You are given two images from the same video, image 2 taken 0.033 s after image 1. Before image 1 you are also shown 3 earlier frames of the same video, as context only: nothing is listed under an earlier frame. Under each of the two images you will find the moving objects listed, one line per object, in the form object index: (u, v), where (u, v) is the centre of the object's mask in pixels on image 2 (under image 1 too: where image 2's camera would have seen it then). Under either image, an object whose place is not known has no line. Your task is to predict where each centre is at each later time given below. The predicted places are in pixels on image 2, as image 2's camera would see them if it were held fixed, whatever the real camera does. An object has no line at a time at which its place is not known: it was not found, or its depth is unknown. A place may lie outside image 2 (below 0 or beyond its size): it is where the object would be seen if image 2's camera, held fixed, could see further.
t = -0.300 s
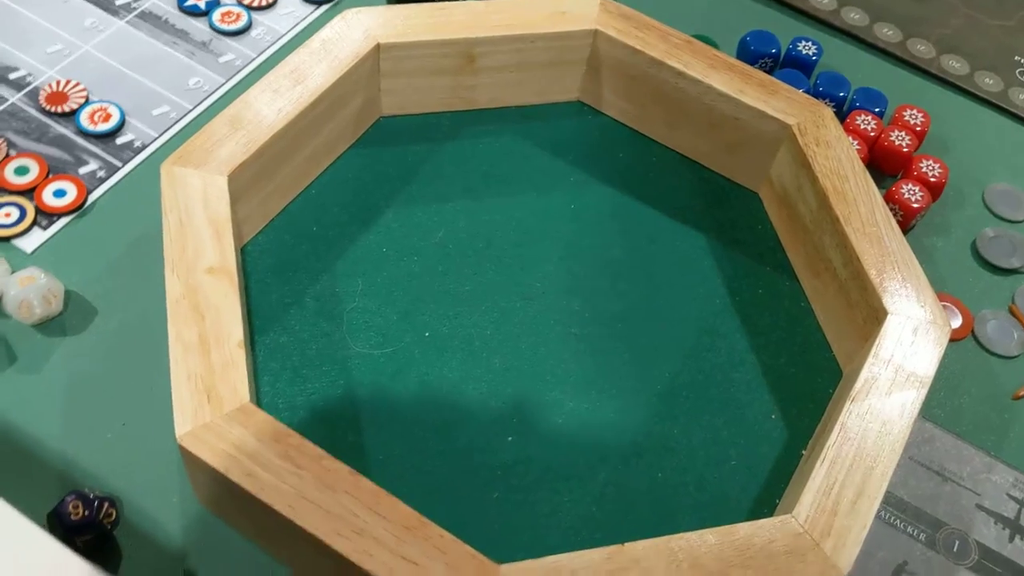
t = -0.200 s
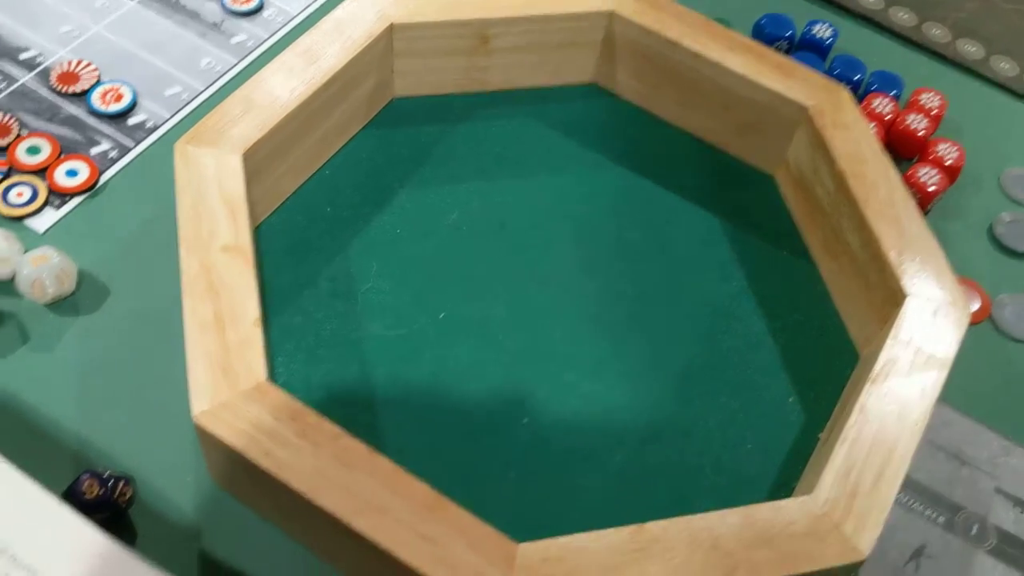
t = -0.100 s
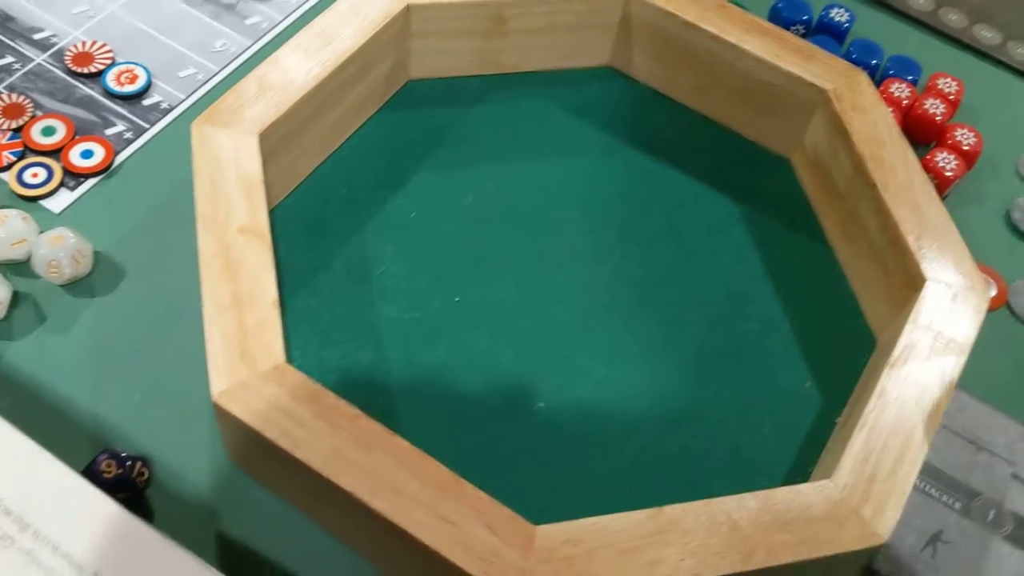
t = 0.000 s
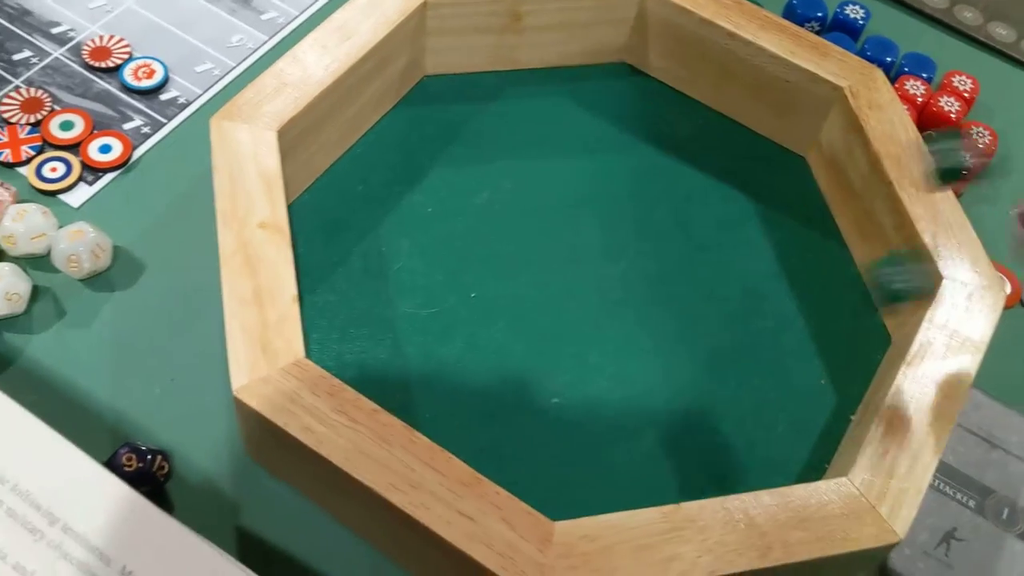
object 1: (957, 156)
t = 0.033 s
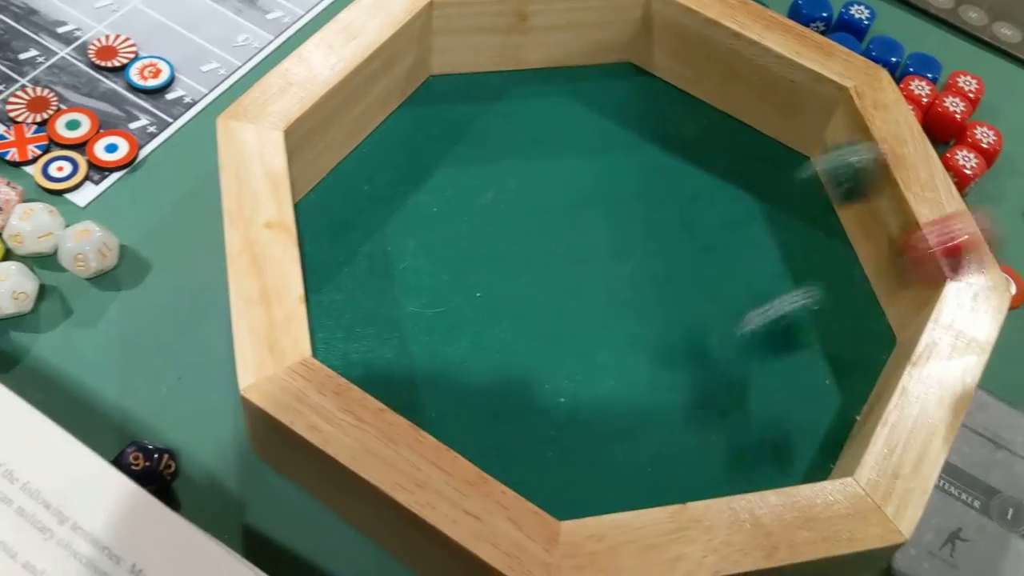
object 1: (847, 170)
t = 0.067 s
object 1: (744, 205)
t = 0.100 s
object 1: (692, 165)
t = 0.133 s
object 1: (645, 95)
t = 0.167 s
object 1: (604, 43)
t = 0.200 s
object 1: (555, 19)
